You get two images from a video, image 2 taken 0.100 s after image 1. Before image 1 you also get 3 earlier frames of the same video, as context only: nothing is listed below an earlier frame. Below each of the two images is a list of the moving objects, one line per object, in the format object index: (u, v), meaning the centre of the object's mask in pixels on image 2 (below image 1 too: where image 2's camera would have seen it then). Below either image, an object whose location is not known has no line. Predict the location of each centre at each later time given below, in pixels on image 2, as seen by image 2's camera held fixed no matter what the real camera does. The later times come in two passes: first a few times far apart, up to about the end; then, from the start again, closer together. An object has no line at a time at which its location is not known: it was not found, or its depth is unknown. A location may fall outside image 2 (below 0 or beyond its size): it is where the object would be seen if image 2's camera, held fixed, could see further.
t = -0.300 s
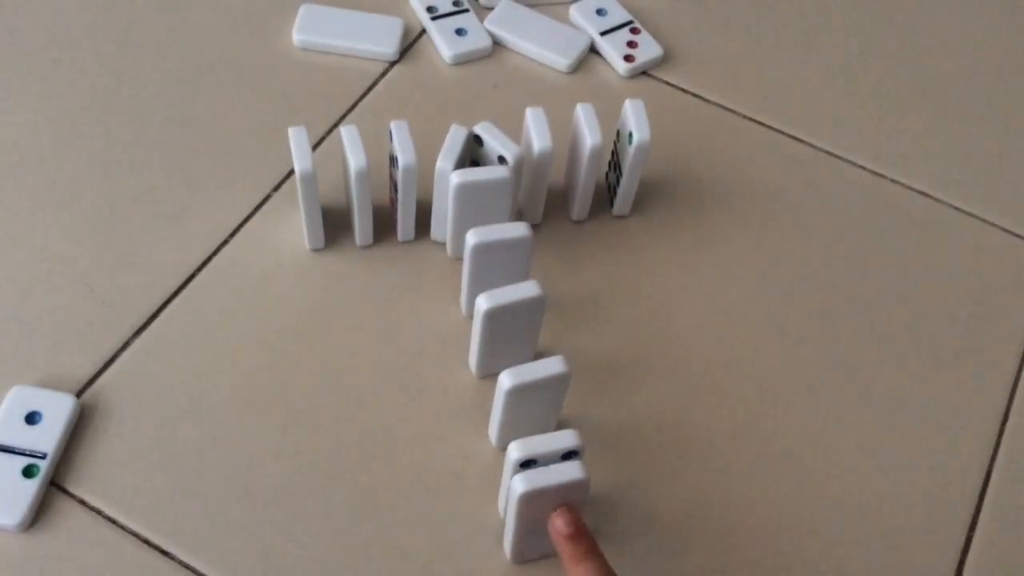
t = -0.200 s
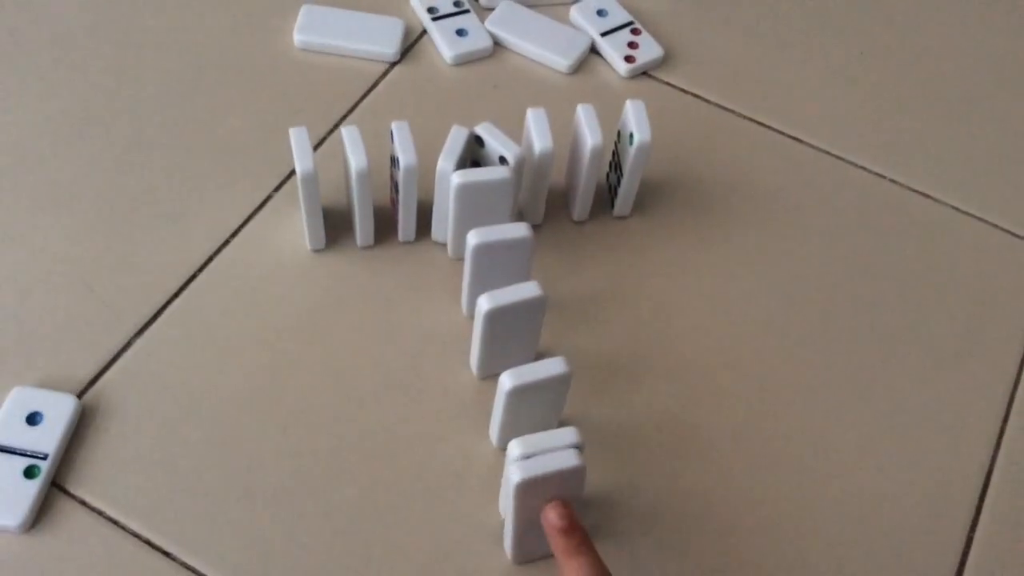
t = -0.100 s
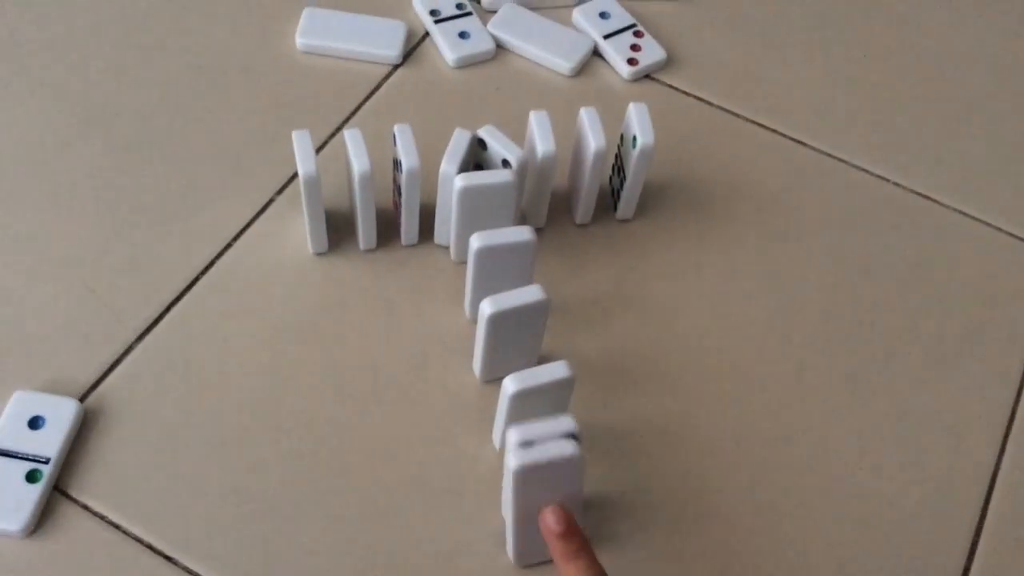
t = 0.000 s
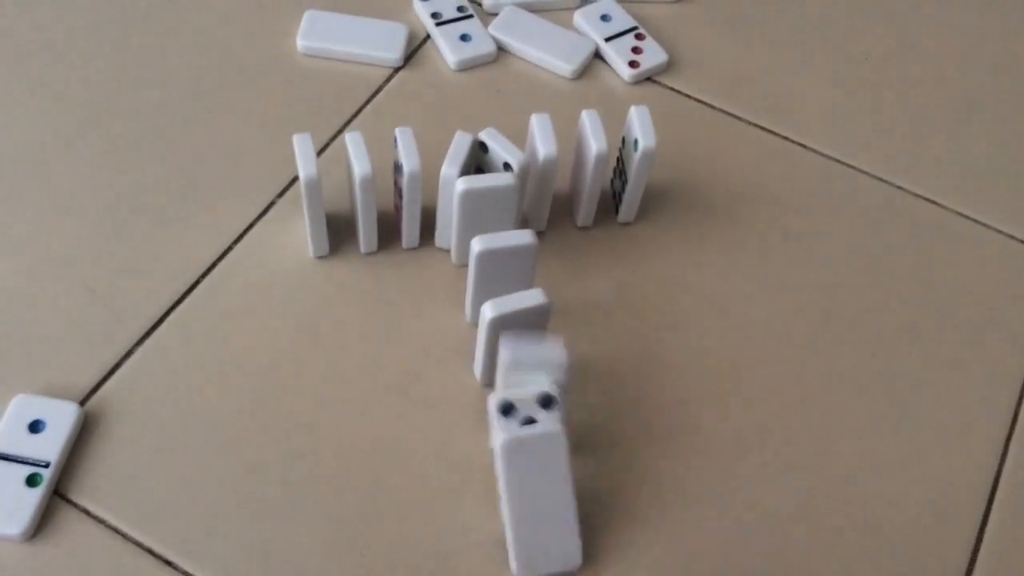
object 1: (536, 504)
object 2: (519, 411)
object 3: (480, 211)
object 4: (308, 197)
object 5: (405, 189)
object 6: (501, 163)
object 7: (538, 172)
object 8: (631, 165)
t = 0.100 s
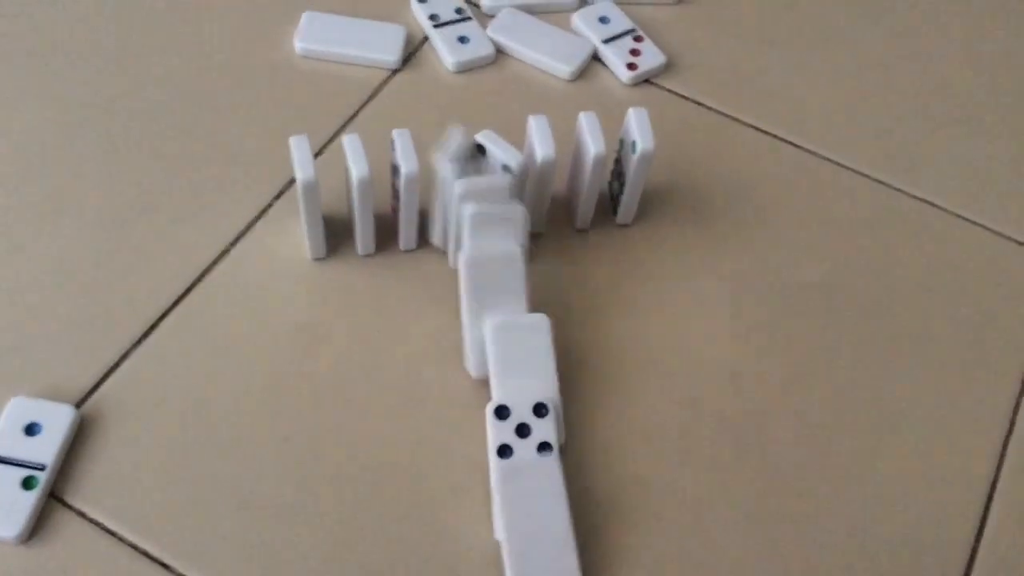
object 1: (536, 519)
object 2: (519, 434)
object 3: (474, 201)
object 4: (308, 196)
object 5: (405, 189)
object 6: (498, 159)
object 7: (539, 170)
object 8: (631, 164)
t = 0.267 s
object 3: (427, 187)
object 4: (308, 196)
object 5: (377, 194)
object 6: (505, 148)
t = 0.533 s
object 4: (173, 235)
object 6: (477, 103)
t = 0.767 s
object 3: (422, 192)
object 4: (165, 233)
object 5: (368, 280)
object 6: (478, 106)
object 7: (542, 194)
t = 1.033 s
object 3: (422, 192)
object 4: (165, 233)
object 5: (369, 286)
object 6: (478, 106)
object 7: (542, 194)
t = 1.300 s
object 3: (422, 192)
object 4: (166, 233)
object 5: (369, 286)
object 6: (478, 106)
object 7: (543, 194)
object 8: (731, 196)
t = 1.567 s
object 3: (423, 192)
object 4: (166, 233)
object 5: (370, 285)
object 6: (479, 106)
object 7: (543, 194)
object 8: (731, 196)
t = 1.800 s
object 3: (423, 192)
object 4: (166, 233)
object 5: (370, 286)
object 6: (479, 106)
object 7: (542, 194)
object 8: (731, 196)
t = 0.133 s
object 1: (537, 525)
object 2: (521, 439)
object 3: (465, 190)
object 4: (308, 196)
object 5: (404, 186)
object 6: (504, 148)
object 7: (540, 173)
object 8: (631, 165)
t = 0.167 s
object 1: (538, 528)
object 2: (524, 444)
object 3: (458, 184)
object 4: (308, 196)
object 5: (397, 187)
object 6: (513, 156)
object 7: (555, 169)
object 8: (631, 164)
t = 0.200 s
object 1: (540, 537)
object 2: (524, 449)
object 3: (448, 184)
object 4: (308, 196)
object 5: (390, 191)
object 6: (512, 156)
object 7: (562, 165)
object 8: (634, 167)
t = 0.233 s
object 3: (434, 189)
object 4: (308, 196)
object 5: (385, 191)
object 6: (510, 157)
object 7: (569, 168)
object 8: (643, 166)
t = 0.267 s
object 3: (427, 187)
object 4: (308, 196)
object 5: (377, 194)
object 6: (505, 148)
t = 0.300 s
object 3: (423, 189)
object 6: (500, 138)
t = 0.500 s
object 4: (180, 223)
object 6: (478, 103)
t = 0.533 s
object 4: (173, 235)
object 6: (477, 103)
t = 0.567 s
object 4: (169, 233)
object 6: (478, 103)
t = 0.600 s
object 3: (423, 191)
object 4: (166, 233)
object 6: (478, 105)
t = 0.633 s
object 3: (423, 190)
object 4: (165, 233)
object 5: (355, 243)
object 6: (478, 105)
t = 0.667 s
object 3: (423, 190)
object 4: (165, 233)
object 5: (359, 253)
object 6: (478, 106)
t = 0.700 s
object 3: (422, 191)
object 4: (165, 233)
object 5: (362, 264)
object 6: (478, 106)
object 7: (542, 194)
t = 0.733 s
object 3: (422, 192)
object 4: (165, 233)
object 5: (365, 273)
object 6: (478, 106)
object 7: (542, 194)
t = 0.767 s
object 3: (422, 192)
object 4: (165, 233)
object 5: (368, 280)
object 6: (478, 106)
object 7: (542, 194)
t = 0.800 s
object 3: (422, 192)
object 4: (166, 233)
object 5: (369, 284)
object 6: (478, 106)
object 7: (542, 194)
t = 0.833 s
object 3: (422, 192)
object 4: (166, 233)
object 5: (369, 286)
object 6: (478, 106)
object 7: (542, 194)
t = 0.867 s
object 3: (422, 192)
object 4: (166, 233)
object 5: (369, 286)
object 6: (478, 106)
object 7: (542, 194)
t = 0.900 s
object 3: (422, 192)
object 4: (165, 233)
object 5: (369, 286)
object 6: (478, 106)
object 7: (542, 194)
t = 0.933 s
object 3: (422, 192)
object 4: (165, 233)
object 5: (369, 286)
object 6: (478, 106)
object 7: (542, 194)
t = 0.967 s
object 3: (422, 193)
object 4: (165, 233)
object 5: (369, 286)
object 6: (478, 106)
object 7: (542, 194)
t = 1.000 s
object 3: (422, 192)
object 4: (165, 233)
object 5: (369, 286)
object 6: (478, 106)
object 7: (542, 194)
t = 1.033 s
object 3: (422, 192)
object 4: (165, 233)
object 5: (369, 286)
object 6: (478, 106)
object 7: (542, 194)
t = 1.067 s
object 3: (422, 192)
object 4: (165, 233)
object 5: (369, 286)
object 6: (478, 106)
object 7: (542, 194)
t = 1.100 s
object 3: (422, 192)
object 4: (165, 233)
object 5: (369, 286)
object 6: (478, 106)
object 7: (542, 194)
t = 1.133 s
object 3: (422, 192)
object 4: (165, 233)
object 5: (369, 286)
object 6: (478, 106)
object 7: (542, 194)
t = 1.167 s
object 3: (422, 192)
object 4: (166, 233)
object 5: (369, 286)
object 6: (478, 106)
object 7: (542, 194)
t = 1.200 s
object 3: (422, 192)
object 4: (166, 233)
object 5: (369, 286)
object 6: (478, 106)
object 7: (543, 194)
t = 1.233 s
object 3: (422, 192)
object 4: (166, 233)
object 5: (369, 286)
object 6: (478, 106)
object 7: (543, 194)
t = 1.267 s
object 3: (422, 192)
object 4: (166, 233)
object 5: (369, 286)
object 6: (478, 106)
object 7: (542, 194)
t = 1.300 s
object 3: (422, 192)
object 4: (166, 233)
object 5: (369, 286)
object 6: (478, 106)
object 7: (543, 194)
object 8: (731, 196)
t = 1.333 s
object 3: (422, 192)
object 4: (166, 233)
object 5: (370, 285)
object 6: (478, 106)
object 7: (543, 194)
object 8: (731, 196)
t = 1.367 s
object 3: (422, 192)
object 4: (166, 233)
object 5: (370, 286)
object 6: (478, 106)
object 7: (543, 194)
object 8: (731, 196)
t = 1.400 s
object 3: (422, 192)
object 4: (166, 233)
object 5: (370, 286)
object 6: (478, 106)
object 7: (543, 194)
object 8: (731, 196)
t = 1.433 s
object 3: (423, 192)
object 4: (166, 233)
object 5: (369, 285)
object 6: (479, 106)
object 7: (543, 194)
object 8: (731, 196)
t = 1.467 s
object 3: (423, 192)
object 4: (166, 233)
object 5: (370, 285)
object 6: (479, 106)
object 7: (543, 194)
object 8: (731, 196)
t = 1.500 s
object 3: (423, 192)
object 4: (166, 233)
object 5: (370, 286)
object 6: (479, 106)
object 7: (543, 194)
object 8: (731, 196)
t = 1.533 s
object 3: (423, 192)
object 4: (166, 233)
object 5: (370, 285)
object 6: (478, 106)
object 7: (543, 194)
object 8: (731, 196)
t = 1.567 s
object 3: (423, 192)
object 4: (166, 233)
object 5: (370, 285)
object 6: (479, 106)
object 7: (543, 194)
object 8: (731, 196)
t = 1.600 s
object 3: (423, 192)
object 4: (166, 233)
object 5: (370, 285)
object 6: (479, 106)
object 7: (543, 194)
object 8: (731, 196)
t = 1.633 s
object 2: (526, 457)
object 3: (423, 192)
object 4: (166, 234)
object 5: (370, 285)
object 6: (479, 106)
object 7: (543, 194)
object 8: (731, 196)
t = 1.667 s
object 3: (423, 192)
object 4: (166, 233)
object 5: (370, 285)
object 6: (479, 106)
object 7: (542, 194)
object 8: (730, 196)
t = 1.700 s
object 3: (423, 192)
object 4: (166, 233)
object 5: (370, 285)
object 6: (478, 106)
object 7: (543, 194)
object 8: (731, 196)
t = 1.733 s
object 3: (423, 192)
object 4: (166, 233)
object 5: (370, 286)
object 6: (479, 106)
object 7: (542, 194)
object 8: (731, 196)
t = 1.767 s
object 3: (423, 192)
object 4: (166, 233)
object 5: (370, 285)
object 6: (479, 106)
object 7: (542, 194)
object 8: (731, 196)
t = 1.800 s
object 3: (423, 192)
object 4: (166, 233)
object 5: (370, 286)
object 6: (479, 106)
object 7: (542, 194)
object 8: (731, 196)
